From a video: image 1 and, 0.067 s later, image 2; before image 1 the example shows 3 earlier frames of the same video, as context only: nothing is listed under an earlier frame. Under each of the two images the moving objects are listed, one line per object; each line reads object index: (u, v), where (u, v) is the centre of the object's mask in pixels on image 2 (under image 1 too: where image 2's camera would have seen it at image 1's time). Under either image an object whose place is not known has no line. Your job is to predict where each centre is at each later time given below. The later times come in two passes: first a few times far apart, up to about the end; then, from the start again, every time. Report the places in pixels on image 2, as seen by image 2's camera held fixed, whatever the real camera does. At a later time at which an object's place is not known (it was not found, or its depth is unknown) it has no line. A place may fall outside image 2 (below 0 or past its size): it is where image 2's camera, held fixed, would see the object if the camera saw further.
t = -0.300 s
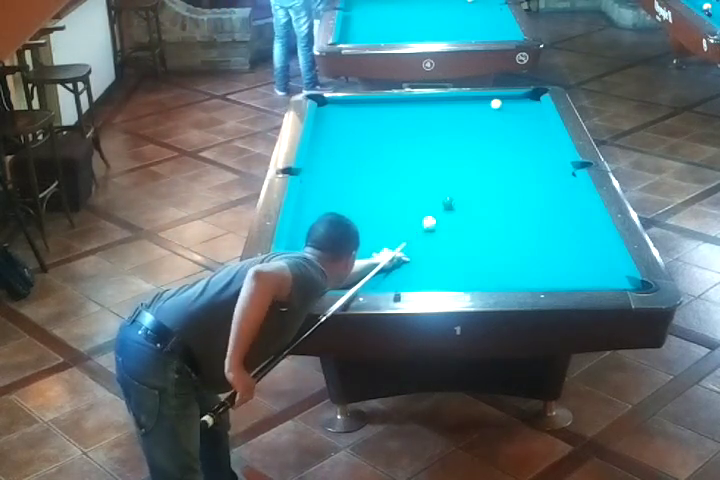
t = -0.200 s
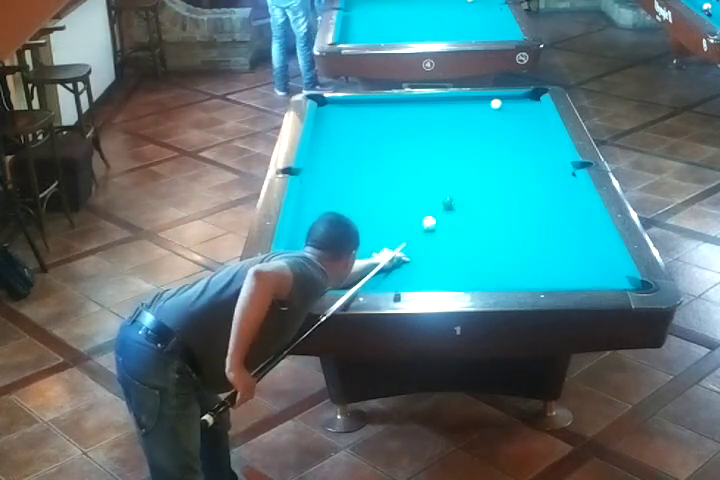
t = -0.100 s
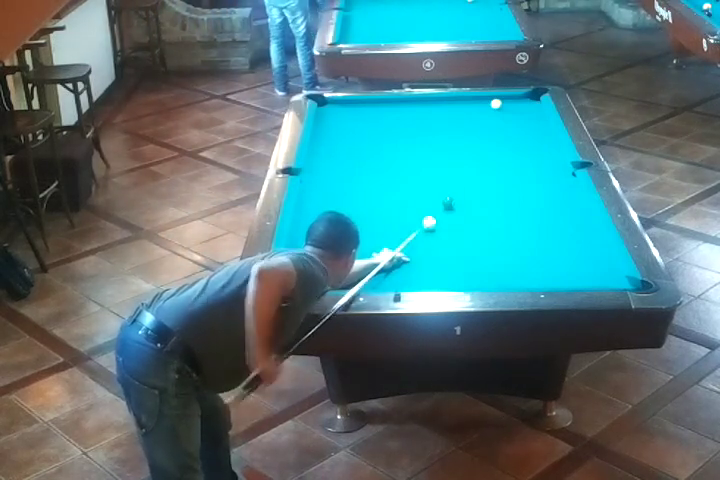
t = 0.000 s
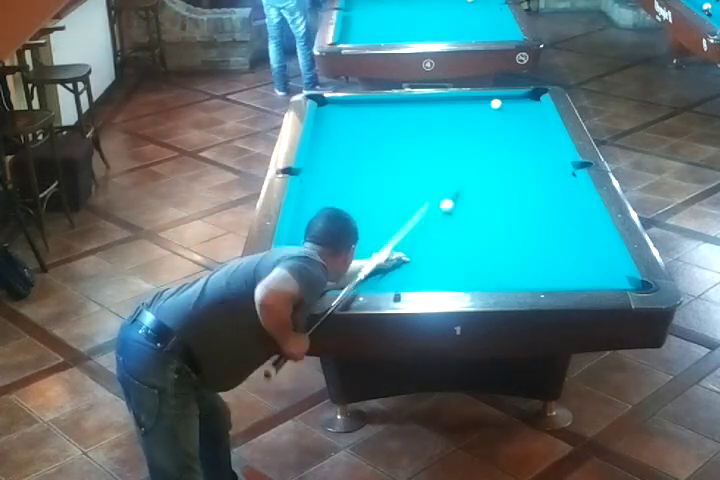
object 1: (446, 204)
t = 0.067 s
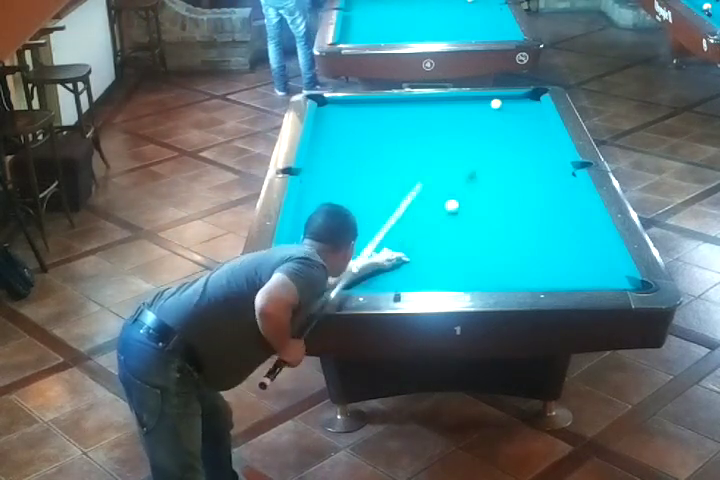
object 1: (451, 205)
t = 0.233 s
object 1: (466, 200)
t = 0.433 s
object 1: (485, 191)
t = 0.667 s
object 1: (505, 180)
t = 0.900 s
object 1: (524, 171)
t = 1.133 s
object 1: (541, 162)
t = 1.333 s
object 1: (555, 155)
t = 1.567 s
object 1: (549, 149)
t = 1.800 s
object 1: (538, 145)
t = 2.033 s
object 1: (527, 141)
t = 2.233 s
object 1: (519, 139)
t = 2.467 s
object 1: (510, 135)
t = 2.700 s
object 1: (502, 132)
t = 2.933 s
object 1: (495, 129)
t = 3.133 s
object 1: (489, 127)
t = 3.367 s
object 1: (484, 125)
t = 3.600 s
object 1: (479, 123)
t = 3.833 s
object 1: (474, 121)
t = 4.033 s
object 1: (471, 119)
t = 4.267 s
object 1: (468, 118)
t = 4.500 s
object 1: (465, 117)
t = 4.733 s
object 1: (463, 116)
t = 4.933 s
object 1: (461, 115)
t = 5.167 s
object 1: (460, 115)
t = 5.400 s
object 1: (459, 115)
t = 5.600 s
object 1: (459, 115)
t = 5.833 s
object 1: (459, 114)
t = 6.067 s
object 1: (459, 114)
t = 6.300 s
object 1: (459, 114)
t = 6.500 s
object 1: (459, 114)
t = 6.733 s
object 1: (459, 114)
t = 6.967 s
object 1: (459, 114)
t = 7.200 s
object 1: (459, 114)
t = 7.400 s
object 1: (459, 114)
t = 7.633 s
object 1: (459, 114)
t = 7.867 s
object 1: (459, 114)
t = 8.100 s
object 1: (459, 114)
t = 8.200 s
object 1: (459, 114)
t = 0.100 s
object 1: (454, 204)
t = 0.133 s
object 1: (457, 204)
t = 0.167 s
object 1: (460, 203)
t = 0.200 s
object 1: (463, 202)
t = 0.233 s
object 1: (466, 200)
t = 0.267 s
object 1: (469, 199)
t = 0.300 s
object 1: (473, 197)
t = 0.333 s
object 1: (476, 196)
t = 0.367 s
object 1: (478, 194)
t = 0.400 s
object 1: (481, 192)
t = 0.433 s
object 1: (485, 191)
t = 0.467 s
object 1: (488, 189)
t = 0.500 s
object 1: (491, 188)
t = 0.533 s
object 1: (493, 186)
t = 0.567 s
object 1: (496, 184)
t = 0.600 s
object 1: (499, 183)
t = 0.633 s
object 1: (502, 182)
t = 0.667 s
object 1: (505, 180)
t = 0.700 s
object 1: (508, 179)
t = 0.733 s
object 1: (511, 178)
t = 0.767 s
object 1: (513, 176)
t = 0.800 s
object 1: (516, 175)
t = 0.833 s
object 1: (518, 174)
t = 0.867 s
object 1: (521, 172)
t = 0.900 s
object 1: (524, 171)
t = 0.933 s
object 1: (526, 170)
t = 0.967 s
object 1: (529, 168)
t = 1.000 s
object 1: (531, 167)
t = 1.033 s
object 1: (534, 166)
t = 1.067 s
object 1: (536, 164)
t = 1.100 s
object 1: (539, 163)
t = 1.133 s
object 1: (541, 162)
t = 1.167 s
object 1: (543, 161)
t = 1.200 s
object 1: (546, 159)
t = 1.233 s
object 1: (548, 158)
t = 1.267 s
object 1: (550, 157)
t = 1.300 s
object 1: (553, 156)
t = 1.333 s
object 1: (555, 155)
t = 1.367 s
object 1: (557, 154)
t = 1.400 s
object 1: (558, 153)
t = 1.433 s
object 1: (556, 152)
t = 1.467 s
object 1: (555, 151)
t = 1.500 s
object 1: (553, 151)
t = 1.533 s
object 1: (551, 150)
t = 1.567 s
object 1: (549, 149)
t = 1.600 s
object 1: (548, 149)
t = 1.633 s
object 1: (546, 148)
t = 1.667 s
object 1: (544, 148)
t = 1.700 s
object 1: (543, 147)
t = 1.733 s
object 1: (541, 147)
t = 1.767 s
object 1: (539, 146)
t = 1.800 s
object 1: (538, 145)
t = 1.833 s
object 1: (536, 145)
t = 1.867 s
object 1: (535, 144)
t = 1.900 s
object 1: (533, 144)
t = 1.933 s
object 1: (532, 143)
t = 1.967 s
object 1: (530, 143)
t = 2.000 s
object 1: (529, 142)
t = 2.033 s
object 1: (527, 141)
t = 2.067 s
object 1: (526, 141)
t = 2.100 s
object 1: (525, 140)
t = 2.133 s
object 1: (523, 140)
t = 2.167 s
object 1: (522, 140)
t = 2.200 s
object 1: (521, 139)
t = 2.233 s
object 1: (519, 139)
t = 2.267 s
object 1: (518, 138)
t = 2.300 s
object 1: (516, 137)
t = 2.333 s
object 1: (515, 137)
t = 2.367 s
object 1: (514, 137)
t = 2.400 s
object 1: (513, 136)
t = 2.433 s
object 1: (512, 136)
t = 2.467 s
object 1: (510, 135)
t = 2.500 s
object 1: (509, 135)
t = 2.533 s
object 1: (508, 134)
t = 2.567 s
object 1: (507, 134)
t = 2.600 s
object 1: (506, 133)
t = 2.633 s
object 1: (505, 133)
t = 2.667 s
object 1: (503, 133)
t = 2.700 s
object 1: (502, 132)
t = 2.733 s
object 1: (501, 132)
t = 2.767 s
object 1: (500, 132)
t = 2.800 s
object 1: (499, 131)
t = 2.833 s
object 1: (498, 131)
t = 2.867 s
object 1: (497, 130)
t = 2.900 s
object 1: (496, 130)
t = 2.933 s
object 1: (495, 129)
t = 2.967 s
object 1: (494, 129)
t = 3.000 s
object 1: (493, 129)
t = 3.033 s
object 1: (492, 128)
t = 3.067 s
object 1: (492, 128)
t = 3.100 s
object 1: (491, 127)
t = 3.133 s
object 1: (489, 127)
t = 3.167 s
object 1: (489, 127)
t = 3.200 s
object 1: (488, 127)
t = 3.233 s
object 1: (487, 126)
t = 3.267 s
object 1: (486, 126)
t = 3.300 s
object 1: (486, 125)
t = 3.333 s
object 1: (485, 125)
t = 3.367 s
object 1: (484, 125)
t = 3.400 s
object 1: (483, 125)
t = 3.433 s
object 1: (482, 124)
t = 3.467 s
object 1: (481, 124)
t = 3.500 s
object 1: (481, 124)
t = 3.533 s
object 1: (480, 123)
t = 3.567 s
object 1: (480, 123)
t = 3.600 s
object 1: (479, 123)
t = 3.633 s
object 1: (478, 123)
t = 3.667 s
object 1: (478, 122)
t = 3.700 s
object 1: (477, 122)
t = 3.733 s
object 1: (476, 122)
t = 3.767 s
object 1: (476, 121)
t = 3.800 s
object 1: (475, 121)
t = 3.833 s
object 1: (474, 121)
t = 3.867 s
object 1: (474, 121)
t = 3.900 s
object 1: (473, 120)
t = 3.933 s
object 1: (473, 120)
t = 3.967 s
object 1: (472, 120)
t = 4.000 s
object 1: (472, 120)
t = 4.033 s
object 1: (471, 119)
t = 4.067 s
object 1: (471, 119)
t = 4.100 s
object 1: (470, 119)
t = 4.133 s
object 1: (470, 119)
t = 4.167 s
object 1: (469, 119)
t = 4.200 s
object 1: (469, 118)
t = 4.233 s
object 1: (468, 118)
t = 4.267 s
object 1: (468, 118)
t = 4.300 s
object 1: (467, 118)
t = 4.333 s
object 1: (467, 118)
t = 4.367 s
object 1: (466, 118)
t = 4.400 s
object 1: (466, 117)
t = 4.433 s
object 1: (466, 117)
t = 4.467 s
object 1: (465, 117)
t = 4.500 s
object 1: (465, 117)
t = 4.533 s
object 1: (464, 117)
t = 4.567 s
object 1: (464, 117)
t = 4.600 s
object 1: (464, 117)
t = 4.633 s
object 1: (464, 116)
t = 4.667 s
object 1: (463, 116)
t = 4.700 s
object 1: (463, 116)
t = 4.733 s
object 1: (463, 116)
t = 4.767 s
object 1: (463, 116)
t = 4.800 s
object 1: (462, 116)
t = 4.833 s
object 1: (462, 116)
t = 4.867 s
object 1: (462, 116)
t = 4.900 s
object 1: (462, 116)
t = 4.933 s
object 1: (461, 115)
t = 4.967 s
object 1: (461, 115)
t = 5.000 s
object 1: (461, 115)
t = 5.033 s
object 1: (461, 115)
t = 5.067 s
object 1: (461, 115)
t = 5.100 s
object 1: (461, 115)
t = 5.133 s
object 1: (460, 115)
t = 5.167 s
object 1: (460, 115)
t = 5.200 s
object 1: (460, 115)
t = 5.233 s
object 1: (460, 115)
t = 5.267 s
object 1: (460, 115)
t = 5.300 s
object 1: (459, 115)
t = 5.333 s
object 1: (459, 115)
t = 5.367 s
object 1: (459, 115)
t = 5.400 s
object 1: (459, 115)
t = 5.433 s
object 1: (459, 115)
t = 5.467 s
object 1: (459, 115)
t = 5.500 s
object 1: (459, 115)
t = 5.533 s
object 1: (459, 115)
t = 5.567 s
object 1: (459, 115)
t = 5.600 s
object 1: (459, 115)
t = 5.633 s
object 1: (459, 115)
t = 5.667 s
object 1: (459, 115)
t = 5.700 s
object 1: (459, 115)
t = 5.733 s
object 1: (459, 115)
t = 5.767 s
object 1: (459, 115)
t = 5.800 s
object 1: (459, 114)
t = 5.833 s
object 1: (459, 114)
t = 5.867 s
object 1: (459, 114)
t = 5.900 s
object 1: (459, 114)
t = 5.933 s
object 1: (459, 114)
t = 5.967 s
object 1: (459, 114)
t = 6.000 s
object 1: (459, 114)
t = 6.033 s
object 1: (459, 114)
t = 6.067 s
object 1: (459, 114)
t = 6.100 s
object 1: (459, 114)
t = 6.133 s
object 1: (459, 114)
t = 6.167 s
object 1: (459, 114)
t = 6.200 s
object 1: (459, 114)
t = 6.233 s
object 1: (459, 114)
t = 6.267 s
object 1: (459, 114)
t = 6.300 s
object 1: (459, 114)
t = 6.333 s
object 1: (459, 114)
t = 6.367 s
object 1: (459, 114)
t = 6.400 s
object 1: (459, 114)
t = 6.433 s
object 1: (459, 114)
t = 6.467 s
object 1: (459, 114)
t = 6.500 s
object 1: (459, 114)
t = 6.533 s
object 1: (459, 114)
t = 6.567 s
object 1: (459, 114)
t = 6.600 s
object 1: (459, 114)
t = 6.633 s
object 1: (459, 114)
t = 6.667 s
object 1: (459, 114)
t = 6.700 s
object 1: (459, 114)
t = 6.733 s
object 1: (459, 114)
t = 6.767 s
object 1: (459, 114)
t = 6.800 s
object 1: (459, 114)
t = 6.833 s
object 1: (459, 114)
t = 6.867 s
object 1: (459, 114)
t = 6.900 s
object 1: (459, 114)
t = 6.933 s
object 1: (459, 114)
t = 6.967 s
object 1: (459, 114)
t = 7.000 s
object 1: (459, 114)
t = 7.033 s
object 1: (459, 114)
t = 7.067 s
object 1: (459, 114)
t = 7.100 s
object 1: (459, 114)
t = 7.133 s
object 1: (459, 114)
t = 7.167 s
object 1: (459, 114)
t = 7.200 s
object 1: (459, 114)
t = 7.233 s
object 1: (459, 114)
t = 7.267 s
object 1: (459, 114)
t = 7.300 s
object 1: (459, 114)
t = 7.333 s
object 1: (459, 114)
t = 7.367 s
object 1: (459, 114)
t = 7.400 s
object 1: (459, 114)
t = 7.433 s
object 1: (459, 114)
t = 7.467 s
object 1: (459, 114)
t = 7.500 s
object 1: (459, 114)
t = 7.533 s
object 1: (459, 114)
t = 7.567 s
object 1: (459, 114)
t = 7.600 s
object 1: (459, 114)
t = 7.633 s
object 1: (459, 114)
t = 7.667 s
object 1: (459, 114)
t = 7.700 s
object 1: (459, 114)
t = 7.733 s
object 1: (459, 114)
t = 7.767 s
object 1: (459, 114)
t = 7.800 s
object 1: (459, 114)
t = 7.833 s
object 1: (459, 114)
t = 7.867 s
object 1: (459, 114)
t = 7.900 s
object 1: (459, 114)
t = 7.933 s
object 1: (459, 114)
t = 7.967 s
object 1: (459, 114)
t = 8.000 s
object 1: (459, 114)
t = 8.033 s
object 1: (459, 114)
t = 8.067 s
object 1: (459, 114)
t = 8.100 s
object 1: (459, 114)
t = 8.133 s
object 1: (459, 114)
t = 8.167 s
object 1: (459, 114)
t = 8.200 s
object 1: (459, 114)
